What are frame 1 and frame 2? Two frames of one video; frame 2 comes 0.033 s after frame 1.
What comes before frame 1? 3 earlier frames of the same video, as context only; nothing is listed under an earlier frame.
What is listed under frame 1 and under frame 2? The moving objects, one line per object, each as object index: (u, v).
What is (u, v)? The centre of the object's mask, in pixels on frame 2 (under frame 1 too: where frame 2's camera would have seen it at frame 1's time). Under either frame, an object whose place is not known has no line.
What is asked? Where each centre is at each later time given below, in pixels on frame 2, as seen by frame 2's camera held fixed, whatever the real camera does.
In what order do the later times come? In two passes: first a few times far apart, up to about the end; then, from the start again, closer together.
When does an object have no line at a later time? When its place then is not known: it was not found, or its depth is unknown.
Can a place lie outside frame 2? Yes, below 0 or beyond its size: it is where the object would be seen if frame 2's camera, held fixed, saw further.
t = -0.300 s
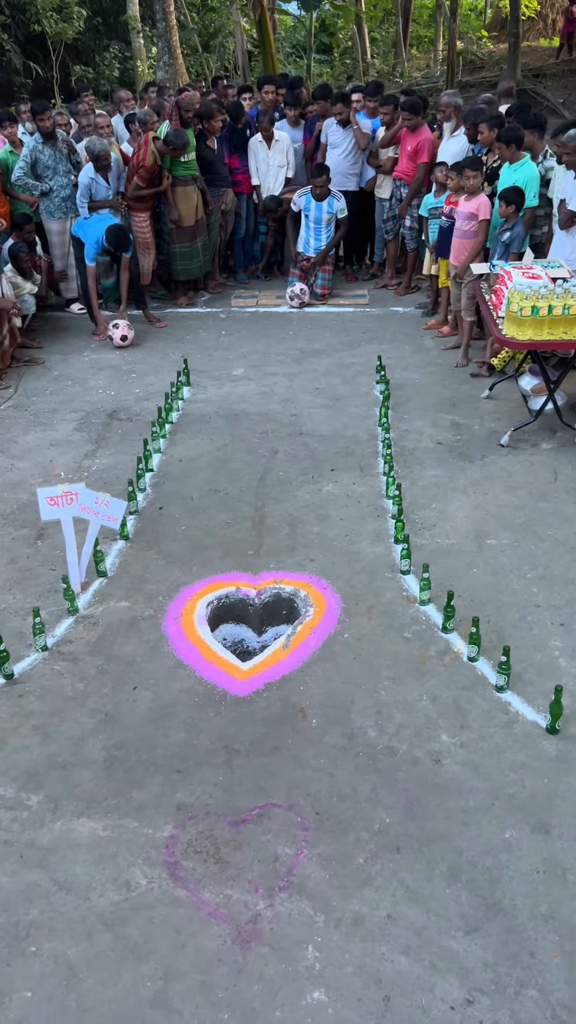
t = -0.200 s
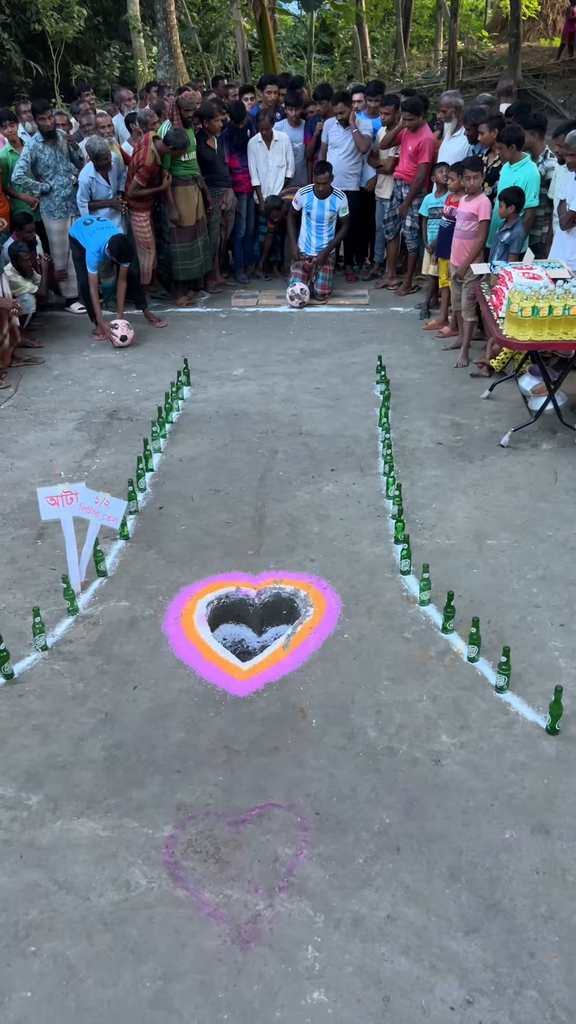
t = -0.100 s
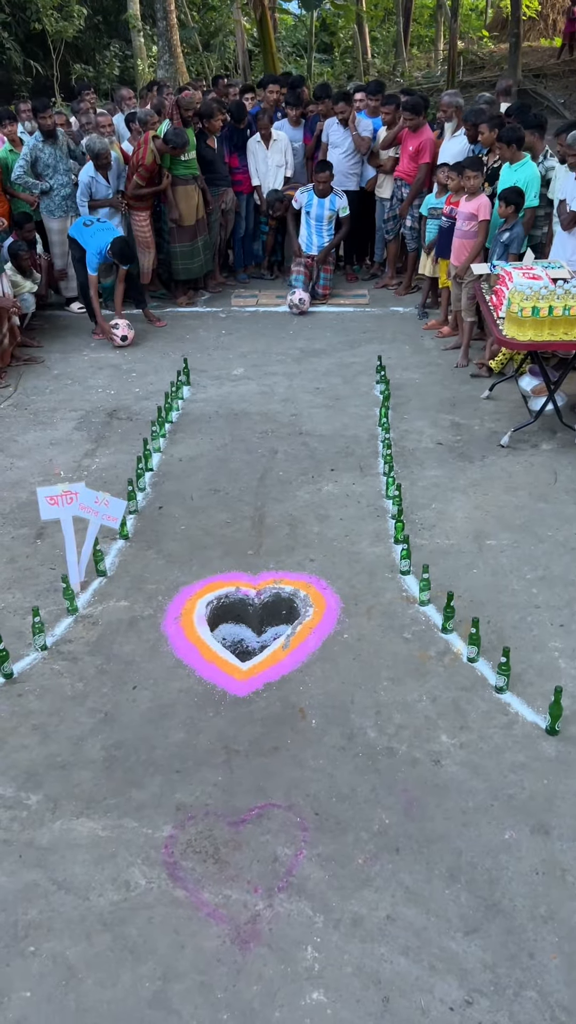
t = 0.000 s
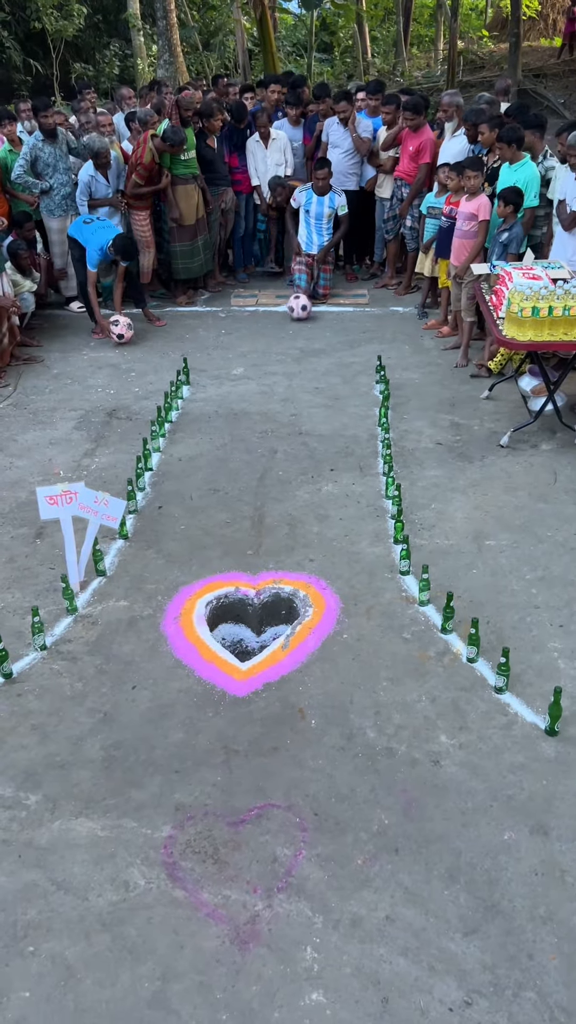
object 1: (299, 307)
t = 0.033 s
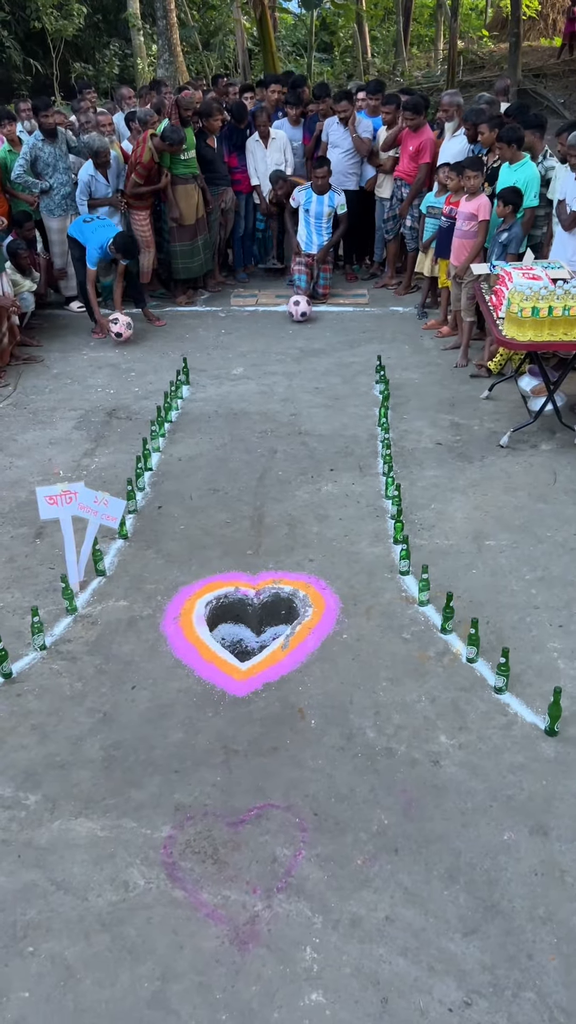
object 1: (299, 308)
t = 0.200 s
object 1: (299, 318)
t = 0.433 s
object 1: (299, 331)
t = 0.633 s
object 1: (297, 344)
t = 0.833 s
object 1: (294, 355)
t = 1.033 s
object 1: (291, 369)
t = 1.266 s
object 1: (285, 384)
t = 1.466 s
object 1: (279, 398)
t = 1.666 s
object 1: (269, 412)
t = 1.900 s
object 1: (258, 428)
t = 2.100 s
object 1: (247, 444)
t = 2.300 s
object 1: (233, 461)
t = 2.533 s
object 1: (214, 479)
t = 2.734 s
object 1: (193, 495)
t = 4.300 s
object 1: (111, 560)
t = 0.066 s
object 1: (299, 310)
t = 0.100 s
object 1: (299, 312)
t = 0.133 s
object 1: (299, 313)
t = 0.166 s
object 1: (299, 315)
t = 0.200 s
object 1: (299, 318)
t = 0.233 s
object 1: (299, 318)
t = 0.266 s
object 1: (299, 320)
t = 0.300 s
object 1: (299, 322)
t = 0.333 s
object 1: (299, 324)
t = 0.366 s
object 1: (299, 326)
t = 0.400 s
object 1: (299, 329)
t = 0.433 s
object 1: (299, 331)
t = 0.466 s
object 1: (298, 333)
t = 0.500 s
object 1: (298, 335)
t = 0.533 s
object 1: (298, 338)
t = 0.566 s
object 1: (297, 341)
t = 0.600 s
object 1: (297, 342)
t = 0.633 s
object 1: (297, 344)
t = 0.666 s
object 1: (296, 346)
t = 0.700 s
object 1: (296, 348)
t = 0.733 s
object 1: (296, 350)
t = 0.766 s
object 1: (295, 352)
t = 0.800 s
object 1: (295, 353)
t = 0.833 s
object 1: (294, 355)
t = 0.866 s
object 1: (294, 358)
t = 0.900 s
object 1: (293, 360)
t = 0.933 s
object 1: (293, 363)
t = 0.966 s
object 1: (293, 365)
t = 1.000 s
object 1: (292, 368)
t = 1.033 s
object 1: (291, 369)
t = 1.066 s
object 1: (291, 372)
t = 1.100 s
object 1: (290, 374)
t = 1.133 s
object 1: (289, 376)
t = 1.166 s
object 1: (288, 377)
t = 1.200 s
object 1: (288, 380)
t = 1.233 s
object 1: (287, 383)
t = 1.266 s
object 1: (285, 384)
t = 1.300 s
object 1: (284, 386)
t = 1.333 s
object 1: (283, 389)
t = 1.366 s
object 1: (283, 391)
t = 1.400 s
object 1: (281, 393)
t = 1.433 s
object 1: (280, 396)
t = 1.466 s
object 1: (279, 398)
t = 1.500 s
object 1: (277, 400)
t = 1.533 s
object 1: (276, 403)
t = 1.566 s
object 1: (274, 405)
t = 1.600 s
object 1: (272, 408)
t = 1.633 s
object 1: (271, 408)
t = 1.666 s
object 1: (269, 412)
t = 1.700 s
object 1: (268, 414)
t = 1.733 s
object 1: (266, 416)
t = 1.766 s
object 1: (265, 419)
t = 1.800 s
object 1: (263, 422)
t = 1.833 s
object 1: (261, 423)
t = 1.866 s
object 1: (260, 425)
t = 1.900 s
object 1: (258, 428)
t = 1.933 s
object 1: (256, 430)
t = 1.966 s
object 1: (254, 433)
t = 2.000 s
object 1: (253, 436)
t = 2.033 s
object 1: (251, 438)
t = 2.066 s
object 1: (249, 441)
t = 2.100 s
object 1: (247, 444)
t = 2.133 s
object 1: (245, 446)
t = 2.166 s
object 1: (243, 449)
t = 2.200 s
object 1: (241, 453)
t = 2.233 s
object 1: (238, 455)
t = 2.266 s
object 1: (235, 458)
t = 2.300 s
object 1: (233, 461)
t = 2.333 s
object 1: (230, 463)
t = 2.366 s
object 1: (228, 465)
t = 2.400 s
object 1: (225, 469)
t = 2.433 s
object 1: (222, 470)
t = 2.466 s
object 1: (219, 473)
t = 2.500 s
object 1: (217, 476)
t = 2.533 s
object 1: (214, 479)
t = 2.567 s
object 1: (210, 482)
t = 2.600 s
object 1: (207, 484)
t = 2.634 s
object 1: (204, 487)
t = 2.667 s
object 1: (200, 490)
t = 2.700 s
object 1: (196, 493)
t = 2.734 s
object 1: (193, 495)
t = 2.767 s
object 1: (190, 499)
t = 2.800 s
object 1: (185, 502)
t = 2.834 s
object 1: (181, 505)
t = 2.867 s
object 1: (177, 508)
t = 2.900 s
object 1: (173, 510)
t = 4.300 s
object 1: (111, 560)
